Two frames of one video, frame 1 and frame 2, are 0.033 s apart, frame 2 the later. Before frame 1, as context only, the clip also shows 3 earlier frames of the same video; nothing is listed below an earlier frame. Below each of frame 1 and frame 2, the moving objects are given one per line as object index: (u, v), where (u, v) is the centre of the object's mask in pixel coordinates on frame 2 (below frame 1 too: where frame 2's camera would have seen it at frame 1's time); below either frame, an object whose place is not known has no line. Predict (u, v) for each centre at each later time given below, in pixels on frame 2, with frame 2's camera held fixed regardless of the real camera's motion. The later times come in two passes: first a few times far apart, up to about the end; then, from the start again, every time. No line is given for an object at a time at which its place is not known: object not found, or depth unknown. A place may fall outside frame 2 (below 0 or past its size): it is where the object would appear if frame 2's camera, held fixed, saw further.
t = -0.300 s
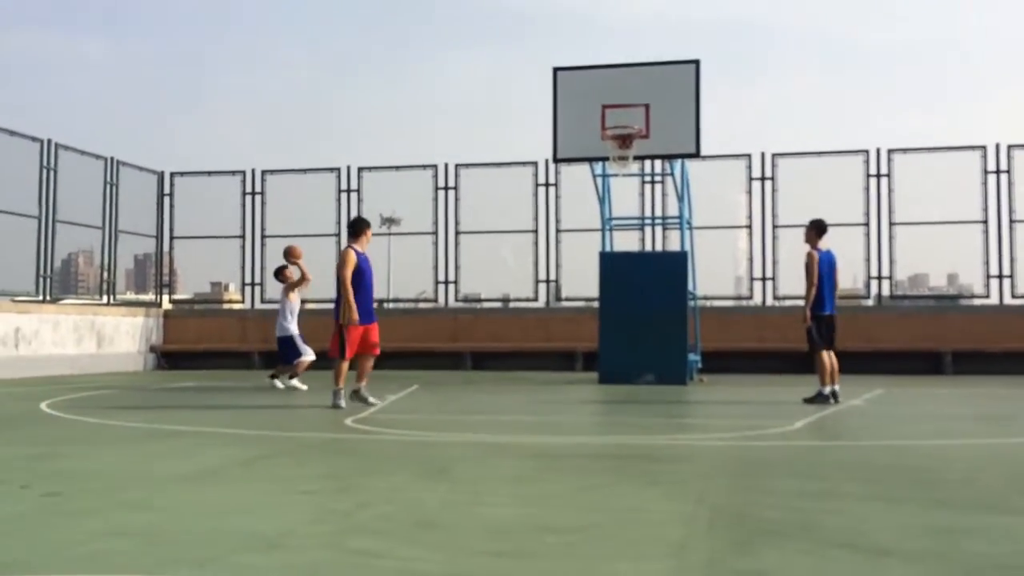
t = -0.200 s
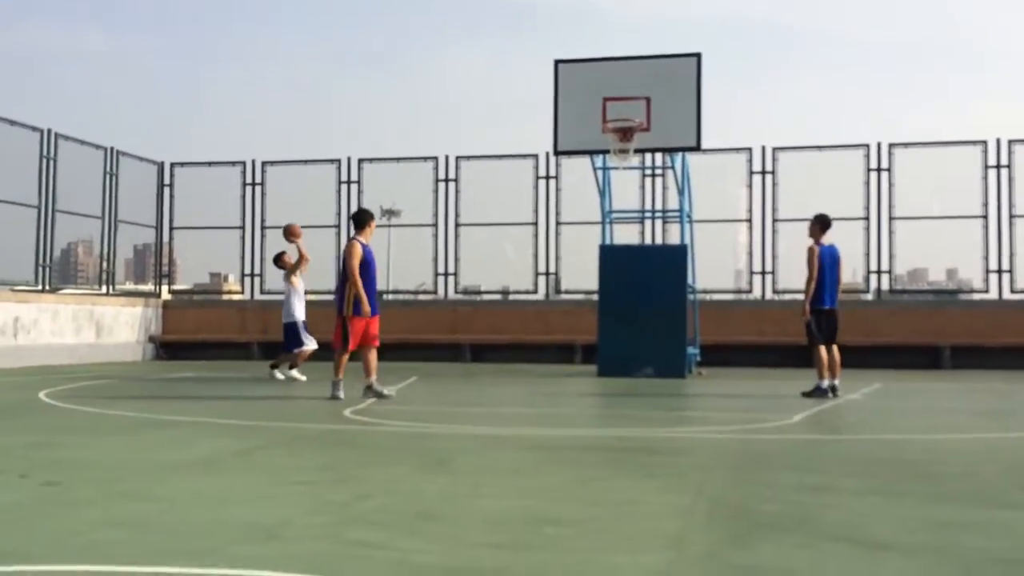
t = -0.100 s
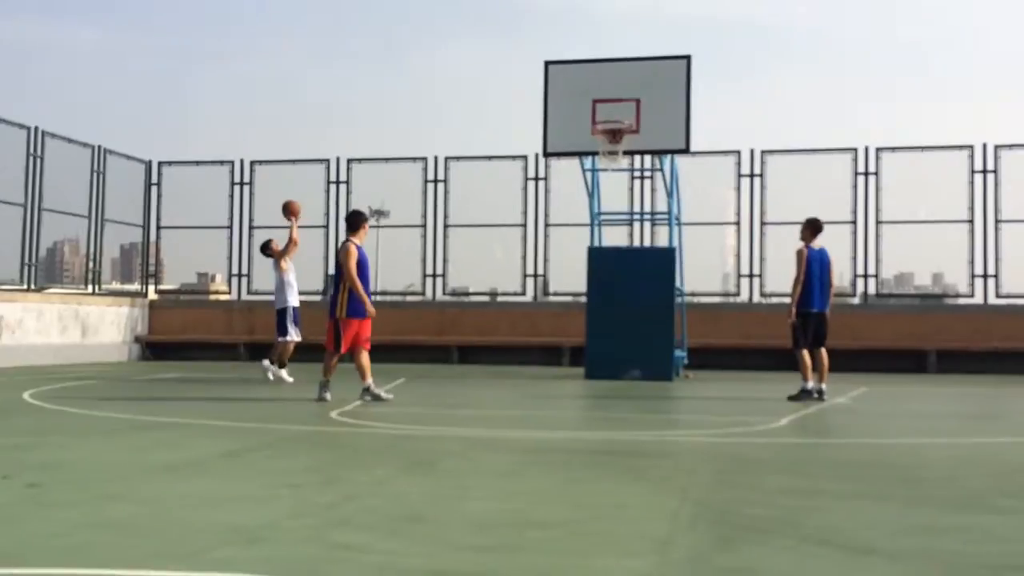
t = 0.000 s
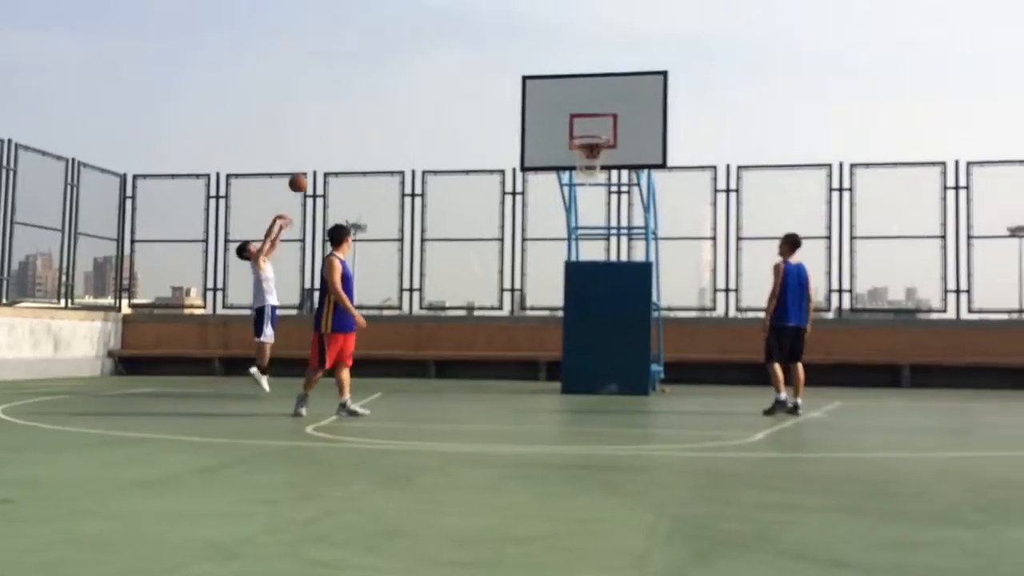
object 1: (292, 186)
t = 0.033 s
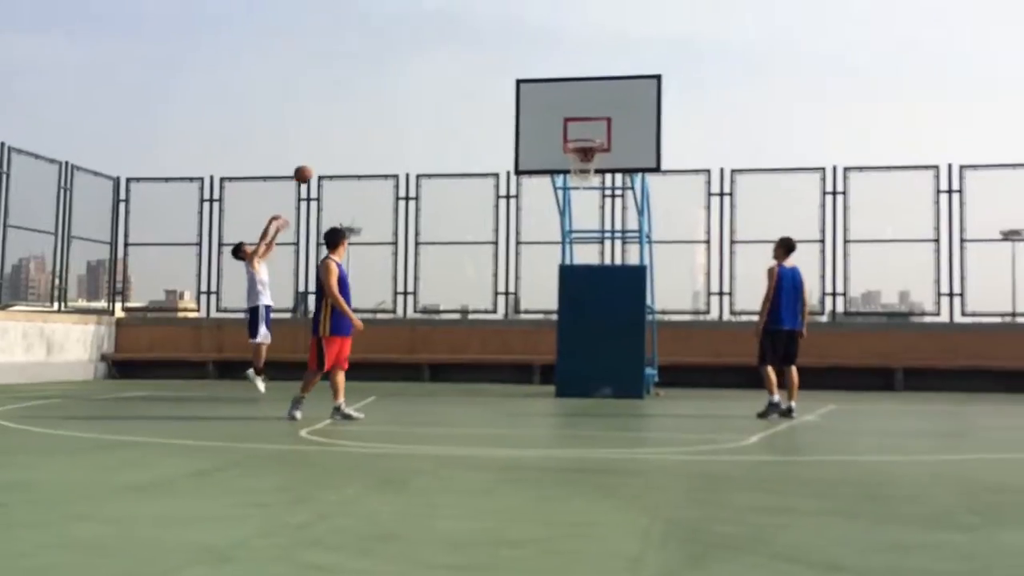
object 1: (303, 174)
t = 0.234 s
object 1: (368, 124)
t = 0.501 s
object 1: (460, 98)
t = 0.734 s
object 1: (542, 121)
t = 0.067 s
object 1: (314, 163)
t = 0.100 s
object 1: (325, 154)
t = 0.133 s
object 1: (335, 145)
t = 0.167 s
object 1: (344, 139)
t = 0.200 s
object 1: (356, 131)
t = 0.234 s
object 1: (368, 124)
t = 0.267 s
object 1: (379, 118)
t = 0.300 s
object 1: (391, 112)
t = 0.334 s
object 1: (402, 107)
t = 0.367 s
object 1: (414, 104)
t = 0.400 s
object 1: (425, 101)
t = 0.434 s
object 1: (437, 99)
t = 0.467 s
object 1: (449, 98)
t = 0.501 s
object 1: (460, 98)
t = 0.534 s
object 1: (472, 99)
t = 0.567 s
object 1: (484, 99)
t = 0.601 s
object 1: (496, 103)
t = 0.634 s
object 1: (507, 105)
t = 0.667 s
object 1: (519, 111)
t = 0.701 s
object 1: (531, 115)
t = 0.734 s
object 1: (542, 121)
